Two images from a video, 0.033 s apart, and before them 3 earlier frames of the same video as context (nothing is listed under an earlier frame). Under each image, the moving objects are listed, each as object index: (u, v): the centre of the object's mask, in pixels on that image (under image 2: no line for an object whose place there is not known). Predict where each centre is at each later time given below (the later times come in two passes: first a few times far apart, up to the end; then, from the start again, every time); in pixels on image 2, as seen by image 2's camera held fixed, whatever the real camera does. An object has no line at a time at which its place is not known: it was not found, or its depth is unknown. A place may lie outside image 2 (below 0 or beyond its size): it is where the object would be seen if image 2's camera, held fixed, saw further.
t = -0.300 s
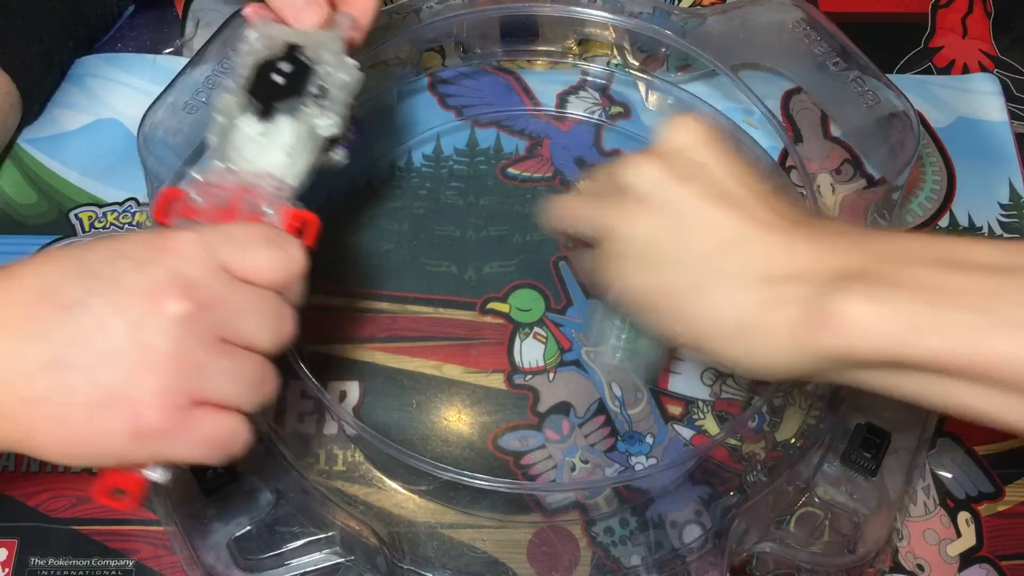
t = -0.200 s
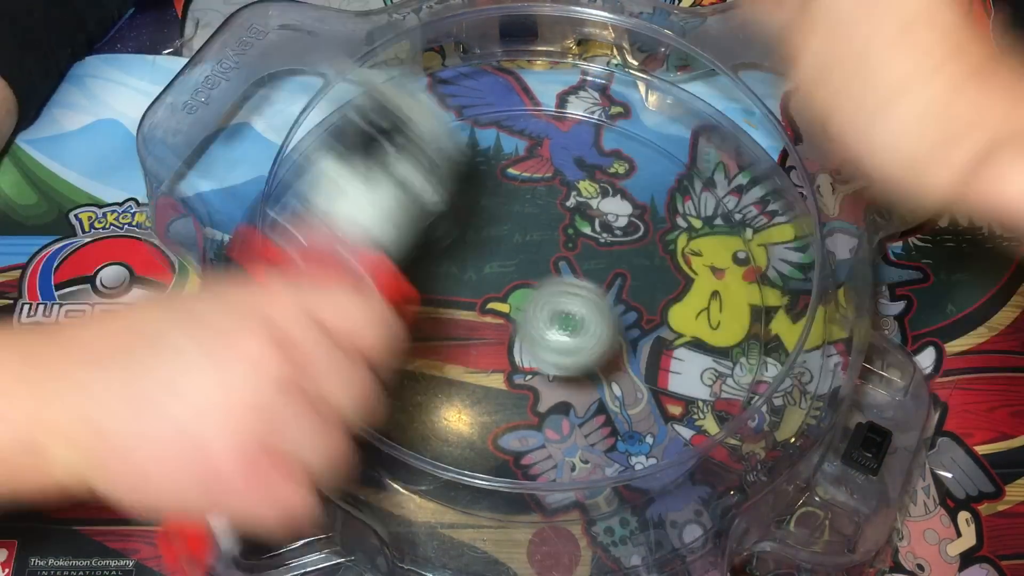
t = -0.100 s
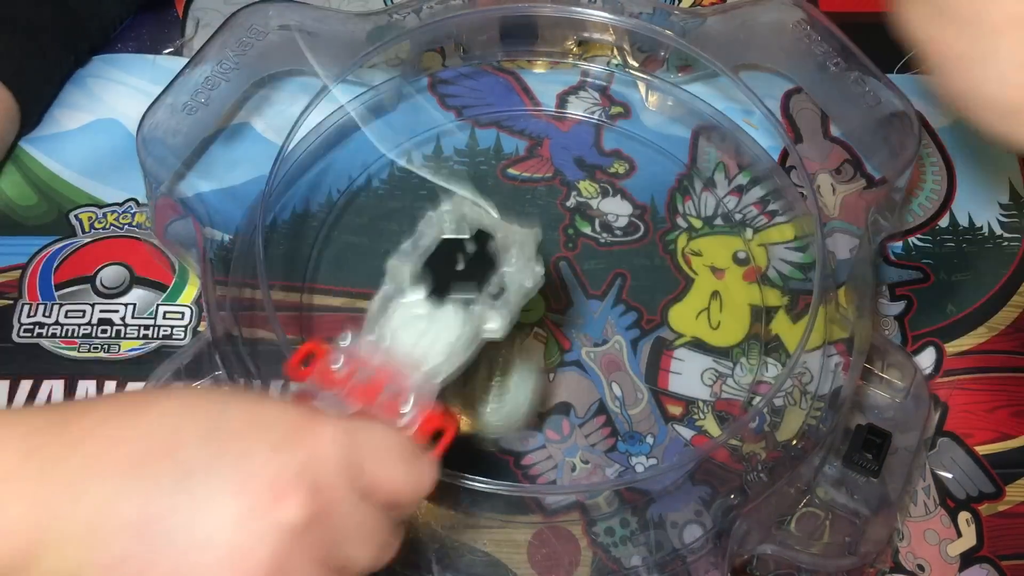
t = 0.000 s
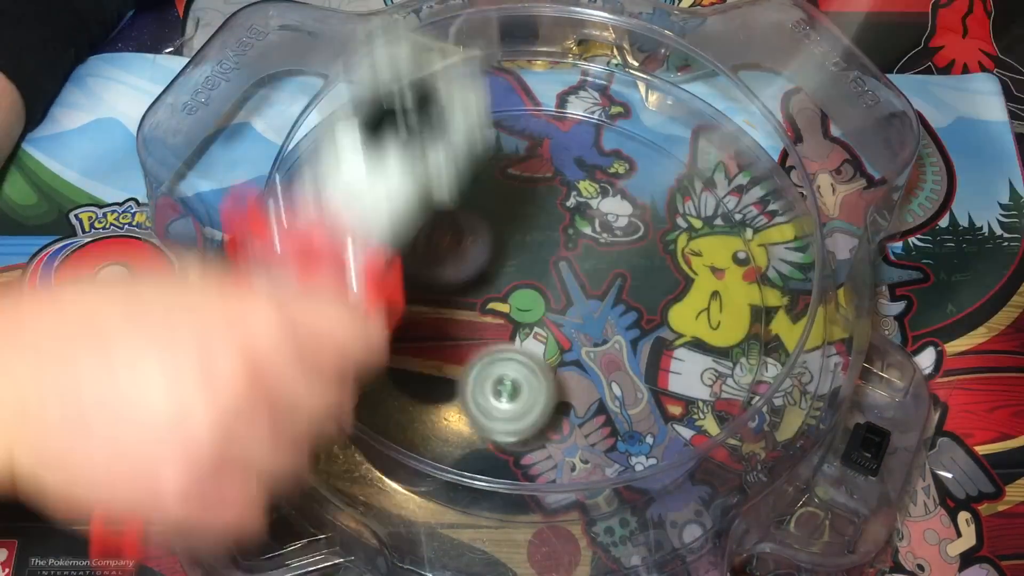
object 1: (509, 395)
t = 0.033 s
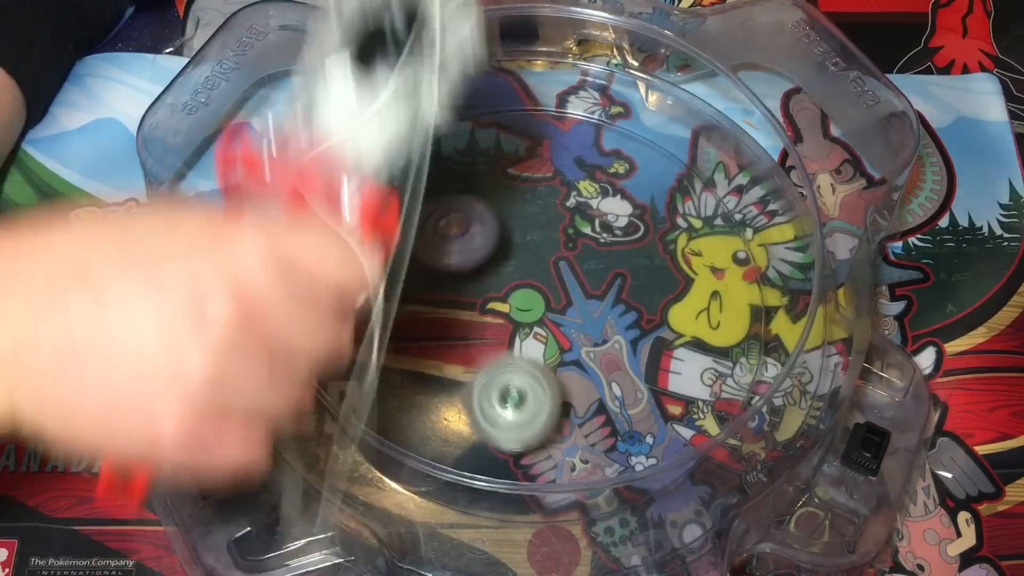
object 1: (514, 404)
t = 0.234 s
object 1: (578, 350)
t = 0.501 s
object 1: (626, 218)
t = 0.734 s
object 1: (511, 231)
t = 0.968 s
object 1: (479, 380)
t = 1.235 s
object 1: (625, 422)
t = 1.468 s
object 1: (695, 272)
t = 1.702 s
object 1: (552, 218)
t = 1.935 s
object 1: (461, 324)
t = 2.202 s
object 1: (582, 418)
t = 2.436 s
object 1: (638, 329)
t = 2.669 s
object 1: (528, 237)
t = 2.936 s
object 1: (414, 304)
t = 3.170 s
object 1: (483, 399)
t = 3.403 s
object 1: (602, 336)
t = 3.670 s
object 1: (532, 205)
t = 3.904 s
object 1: (414, 230)
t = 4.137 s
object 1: (437, 361)
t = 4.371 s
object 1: (603, 348)
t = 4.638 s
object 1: (611, 200)
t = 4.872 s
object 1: (476, 177)
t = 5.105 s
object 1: (436, 299)
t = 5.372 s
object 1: (527, 428)
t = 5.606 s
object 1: (657, 354)
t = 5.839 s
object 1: (613, 239)
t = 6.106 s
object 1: (479, 221)
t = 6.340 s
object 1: (445, 317)
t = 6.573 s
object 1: (547, 363)
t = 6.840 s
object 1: (604, 320)
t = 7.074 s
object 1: (591, 273)
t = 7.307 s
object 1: (555, 262)
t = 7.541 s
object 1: (529, 272)
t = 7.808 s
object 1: (514, 286)
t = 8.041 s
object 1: (499, 298)
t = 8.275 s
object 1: (504, 321)
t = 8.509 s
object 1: (509, 361)
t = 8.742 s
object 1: (547, 334)
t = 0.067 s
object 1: (520, 414)
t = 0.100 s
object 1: (531, 402)
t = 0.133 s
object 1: (541, 395)
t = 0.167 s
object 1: (553, 380)
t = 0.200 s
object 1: (564, 365)
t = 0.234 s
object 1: (578, 350)
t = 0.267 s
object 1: (592, 329)
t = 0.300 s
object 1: (606, 311)
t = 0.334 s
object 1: (617, 293)
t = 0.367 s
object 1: (625, 277)
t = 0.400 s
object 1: (631, 259)
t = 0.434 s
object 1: (632, 245)
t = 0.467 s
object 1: (631, 230)
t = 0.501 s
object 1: (626, 218)
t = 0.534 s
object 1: (617, 209)
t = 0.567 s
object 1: (603, 201)
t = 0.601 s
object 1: (585, 198)
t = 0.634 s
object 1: (567, 199)
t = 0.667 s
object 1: (546, 206)
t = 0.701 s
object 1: (528, 217)
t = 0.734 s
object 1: (511, 231)
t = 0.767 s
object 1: (496, 248)
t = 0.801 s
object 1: (485, 267)
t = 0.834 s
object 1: (476, 290)
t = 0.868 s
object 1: (471, 313)
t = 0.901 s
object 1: (469, 336)
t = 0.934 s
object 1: (472, 360)
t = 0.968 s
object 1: (479, 380)
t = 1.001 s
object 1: (490, 398)
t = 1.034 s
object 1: (503, 414)
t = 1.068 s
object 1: (521, 427)
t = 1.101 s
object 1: (539, 434)
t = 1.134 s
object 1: (561, 437)
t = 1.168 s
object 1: (583, 436)
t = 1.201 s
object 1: (605, 432)
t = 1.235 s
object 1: (625, 422)
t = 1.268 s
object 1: (648, 406)
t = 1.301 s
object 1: (668, 388)
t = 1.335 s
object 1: (683, 368)
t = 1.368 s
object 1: (695, 342)
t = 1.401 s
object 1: (701, 317)
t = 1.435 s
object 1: (700, 296)
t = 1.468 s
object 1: (695, 272)
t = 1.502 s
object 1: (684, 254)
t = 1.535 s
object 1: (668, 238)
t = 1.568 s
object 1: (651, 226)
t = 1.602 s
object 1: (629, 217)
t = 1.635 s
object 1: (604, 213)
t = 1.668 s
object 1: (578, 212)
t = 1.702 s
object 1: (552, 218)
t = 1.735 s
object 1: (532, 225)
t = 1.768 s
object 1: (512, 236)
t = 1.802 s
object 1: (495, 249)
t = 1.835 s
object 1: (480, 266)
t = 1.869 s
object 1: (469, 284)
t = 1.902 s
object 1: (463, 304)
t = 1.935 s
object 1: (461, 324)
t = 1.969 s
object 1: (464, 347)
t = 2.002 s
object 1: (471, 368)
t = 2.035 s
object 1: (486, 385)
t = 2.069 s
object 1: (502, 400)
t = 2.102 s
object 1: (520, 412)
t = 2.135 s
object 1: (540, 418)
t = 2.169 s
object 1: (563, 419)
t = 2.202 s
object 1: (582, 418)
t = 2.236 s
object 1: (603, 411)
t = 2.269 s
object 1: (616, 402)
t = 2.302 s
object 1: (627, 391)
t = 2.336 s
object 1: (634, 379)
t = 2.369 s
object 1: (638, 366)
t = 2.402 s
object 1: (639, 349)
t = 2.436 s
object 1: (638, 329)
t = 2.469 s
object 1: (633, 309)
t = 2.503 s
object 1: (624, 292)
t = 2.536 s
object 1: (610, 277)
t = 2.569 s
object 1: (591, 263)
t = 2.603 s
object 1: (570, 251)
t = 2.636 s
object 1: (550, 243)
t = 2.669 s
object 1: (528, 237)
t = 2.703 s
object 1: (507, 236)
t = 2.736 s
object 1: (487, 236)
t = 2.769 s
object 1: (468, 240)
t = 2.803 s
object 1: (451, 249)
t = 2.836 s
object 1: (437, 258)
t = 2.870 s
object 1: (425, 272)
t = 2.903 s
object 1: (418, 286)
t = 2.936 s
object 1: (414, 304)
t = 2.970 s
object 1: (413, 323)
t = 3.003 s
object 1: (417, 343)
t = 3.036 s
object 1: (424, 358)
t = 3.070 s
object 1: (434, 372)
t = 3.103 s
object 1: (447, 383)
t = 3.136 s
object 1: (464, 392)
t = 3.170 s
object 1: (483, 399)
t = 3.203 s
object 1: (503, 403)
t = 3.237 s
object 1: (524, 403)
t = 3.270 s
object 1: (547, 397)
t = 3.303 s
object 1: (565, 387)
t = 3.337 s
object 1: (581, 375)
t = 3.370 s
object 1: (594, 357)
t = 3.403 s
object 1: (602, 336)
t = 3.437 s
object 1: (605, 314)
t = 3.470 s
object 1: (604, 293)
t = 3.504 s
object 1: (599, 274)
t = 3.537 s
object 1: (589, 254)
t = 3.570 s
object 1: (577, 238)
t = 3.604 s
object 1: (562, 223)
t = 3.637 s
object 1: (547, 213)
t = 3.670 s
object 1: (532, 205)
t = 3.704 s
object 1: (513, 199)
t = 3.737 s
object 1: (494, 197)
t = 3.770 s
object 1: (476, 198)
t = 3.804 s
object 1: (459, 201)
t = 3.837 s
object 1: (443, 207)
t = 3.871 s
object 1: (427, 217)
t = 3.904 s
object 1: (414, 230)
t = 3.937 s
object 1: (405, 245)
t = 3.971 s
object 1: (399, 261)
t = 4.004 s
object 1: (397, 281)
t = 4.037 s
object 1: (399, 301)
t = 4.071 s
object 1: (406, 322)
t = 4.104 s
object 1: (419, 343)
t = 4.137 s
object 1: (437, 361)
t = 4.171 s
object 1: (458, 372)
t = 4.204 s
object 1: (483, 381)
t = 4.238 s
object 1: (509, 384)
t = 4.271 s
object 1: (535, 382)
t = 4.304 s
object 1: (560, 374)
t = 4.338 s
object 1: (584, 363)
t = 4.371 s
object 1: (603, 348)
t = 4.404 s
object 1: (617, 330)
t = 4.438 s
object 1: (628, 308)
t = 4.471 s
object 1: (634, 290)
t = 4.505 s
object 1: (637, 272)
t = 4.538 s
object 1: (636, 252)
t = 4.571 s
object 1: (631, 232)
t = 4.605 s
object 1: (623, 216)
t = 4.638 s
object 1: (611, 200)
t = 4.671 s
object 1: (596, 186)
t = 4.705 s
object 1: (579, 176)
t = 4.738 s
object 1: (560, 169)
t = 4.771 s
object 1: (540, 166)
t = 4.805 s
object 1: (518, 166)
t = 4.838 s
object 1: (498, 169)
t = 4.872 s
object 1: (476, 177)
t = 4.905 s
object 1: (459, 187)
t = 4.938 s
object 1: (445, 201)
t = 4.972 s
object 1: (433, 218)
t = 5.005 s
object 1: (427, 238)
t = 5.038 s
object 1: (425, 258)
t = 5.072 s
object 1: (428, 278)
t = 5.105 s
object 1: (436, 299)
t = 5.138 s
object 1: (449, 319)
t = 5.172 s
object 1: (450, 344)
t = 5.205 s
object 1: (448, 367)
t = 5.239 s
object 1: (454, 386)
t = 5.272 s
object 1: (465, 403)
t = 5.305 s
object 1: (485, 415)
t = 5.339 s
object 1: (505, 423)
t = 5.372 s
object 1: (527, 428)
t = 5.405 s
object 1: (553, 427)
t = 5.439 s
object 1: (579, 420)
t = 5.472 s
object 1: (602, 412)
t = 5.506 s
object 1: (620, 402)
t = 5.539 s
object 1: (636, 387)
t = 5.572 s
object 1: (648, 371)
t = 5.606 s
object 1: (657, 354)
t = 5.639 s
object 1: (662, 333)
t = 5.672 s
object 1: (661, 315)
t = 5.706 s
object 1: (658, 297)
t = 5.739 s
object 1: (650, 280)
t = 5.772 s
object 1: (641, 266)
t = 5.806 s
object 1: (629, 253)
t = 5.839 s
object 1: (613, 239)
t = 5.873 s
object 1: (598, 231)
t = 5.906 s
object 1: (577, 225)
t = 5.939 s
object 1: (559, 221)
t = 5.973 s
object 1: (541, 216)
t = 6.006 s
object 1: (525, 212)
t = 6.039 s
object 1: (508, 212)
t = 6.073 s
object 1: (493, 215)
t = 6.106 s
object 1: (479, 221)
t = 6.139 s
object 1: (464, 231)
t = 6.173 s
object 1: (453, 242)
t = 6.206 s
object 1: (445, 256)
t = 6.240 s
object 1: (440, 270)
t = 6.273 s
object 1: (438, 286)
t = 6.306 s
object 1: (439, 302)
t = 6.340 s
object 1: (445, 317)
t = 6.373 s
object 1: (453, 331)
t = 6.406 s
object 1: (465, 345)
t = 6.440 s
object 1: (479, 355)
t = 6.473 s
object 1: (495, 362)
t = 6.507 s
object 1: (512, 366)
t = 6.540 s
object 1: (530, 366)
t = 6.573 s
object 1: (547, 363)
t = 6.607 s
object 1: (558, 364)
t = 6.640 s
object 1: (572, 362)
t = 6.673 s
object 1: (582, 357)
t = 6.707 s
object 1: (588, 351)
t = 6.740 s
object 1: (595, 344)
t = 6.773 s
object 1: (599, 337)
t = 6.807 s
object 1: (602, 328)
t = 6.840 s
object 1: (604, 320)
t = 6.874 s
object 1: (605, 313)
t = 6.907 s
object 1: (605, 304)
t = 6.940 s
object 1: (602, 296)
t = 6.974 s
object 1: (599, 290)
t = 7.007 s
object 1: (596, 283)
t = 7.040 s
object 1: (593, 278)
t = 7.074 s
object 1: (591, 273)
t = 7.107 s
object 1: (589, 268)
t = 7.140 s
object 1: (586, 265)
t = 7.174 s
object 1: (581, 262)
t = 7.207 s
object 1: (574, 261)
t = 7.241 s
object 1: (568, 260)
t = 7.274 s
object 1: (561, 261)
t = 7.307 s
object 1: (555, 262)
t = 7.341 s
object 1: (549, 263)
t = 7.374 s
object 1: (544, 265)
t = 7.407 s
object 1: (540, 268)
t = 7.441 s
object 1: (536, 271)
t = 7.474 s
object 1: (533, 272)
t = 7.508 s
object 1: (531, 271)
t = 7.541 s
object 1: (529, 272)
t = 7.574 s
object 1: (527, 274)
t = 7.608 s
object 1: (525, 274)
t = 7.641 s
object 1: (522, 273)
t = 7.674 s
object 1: (519, 274)
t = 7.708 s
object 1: (517, 277)
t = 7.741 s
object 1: (516, 280)
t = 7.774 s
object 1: (516, 283)
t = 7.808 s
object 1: (514, 286)
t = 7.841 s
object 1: (509, 285)
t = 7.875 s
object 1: (504, 286)
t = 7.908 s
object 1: (502, 287)
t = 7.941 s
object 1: (500, 289)
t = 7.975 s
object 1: (499, 292)
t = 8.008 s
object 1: (498, 294)
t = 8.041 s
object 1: (499, 298)
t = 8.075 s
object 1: (500, 300)
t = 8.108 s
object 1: (502, 303)
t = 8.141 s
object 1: (505, 306)
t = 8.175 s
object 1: (504, 310)
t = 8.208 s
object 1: (504, 313)
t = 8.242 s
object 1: (506, 316)
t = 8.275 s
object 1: (504, 321)
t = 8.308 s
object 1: (494, 334)
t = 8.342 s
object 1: (487, 343)
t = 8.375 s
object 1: (486, 349)
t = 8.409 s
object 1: (489, 354)
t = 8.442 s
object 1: (495, 359)
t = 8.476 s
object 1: (501, 361)
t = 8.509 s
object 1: (509, 361)
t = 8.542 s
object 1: (516, 360)
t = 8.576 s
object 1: (523, 357)
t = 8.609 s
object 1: (530, 354)
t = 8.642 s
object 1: (536, 350)
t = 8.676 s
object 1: (540, 346)
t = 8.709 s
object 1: (544, 340)
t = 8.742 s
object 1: (547, 334)
